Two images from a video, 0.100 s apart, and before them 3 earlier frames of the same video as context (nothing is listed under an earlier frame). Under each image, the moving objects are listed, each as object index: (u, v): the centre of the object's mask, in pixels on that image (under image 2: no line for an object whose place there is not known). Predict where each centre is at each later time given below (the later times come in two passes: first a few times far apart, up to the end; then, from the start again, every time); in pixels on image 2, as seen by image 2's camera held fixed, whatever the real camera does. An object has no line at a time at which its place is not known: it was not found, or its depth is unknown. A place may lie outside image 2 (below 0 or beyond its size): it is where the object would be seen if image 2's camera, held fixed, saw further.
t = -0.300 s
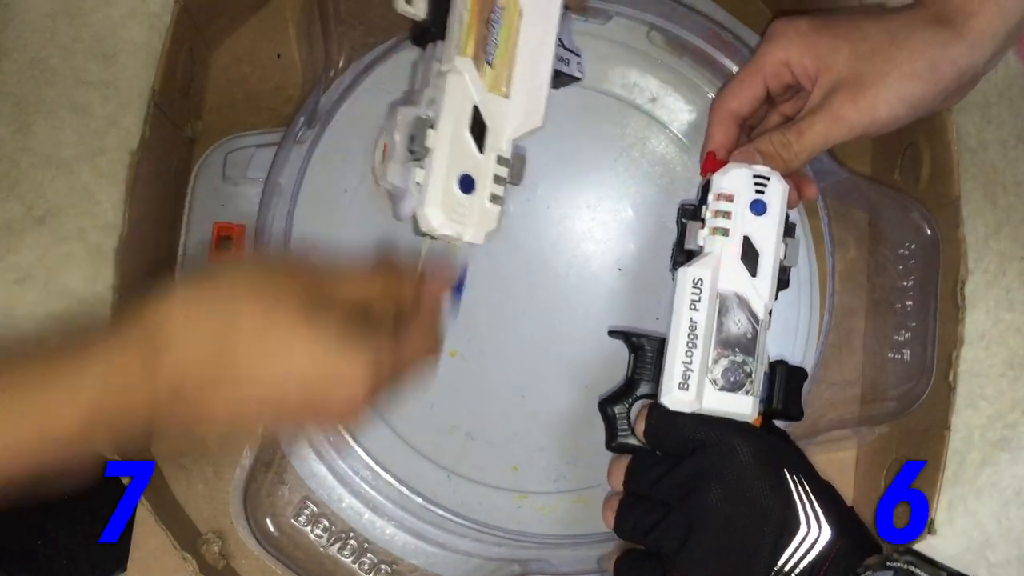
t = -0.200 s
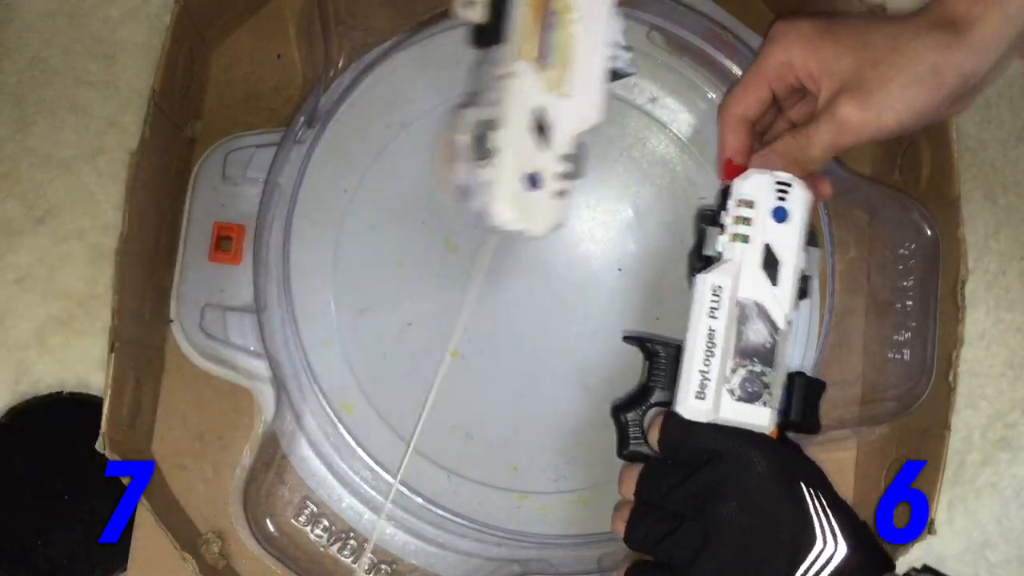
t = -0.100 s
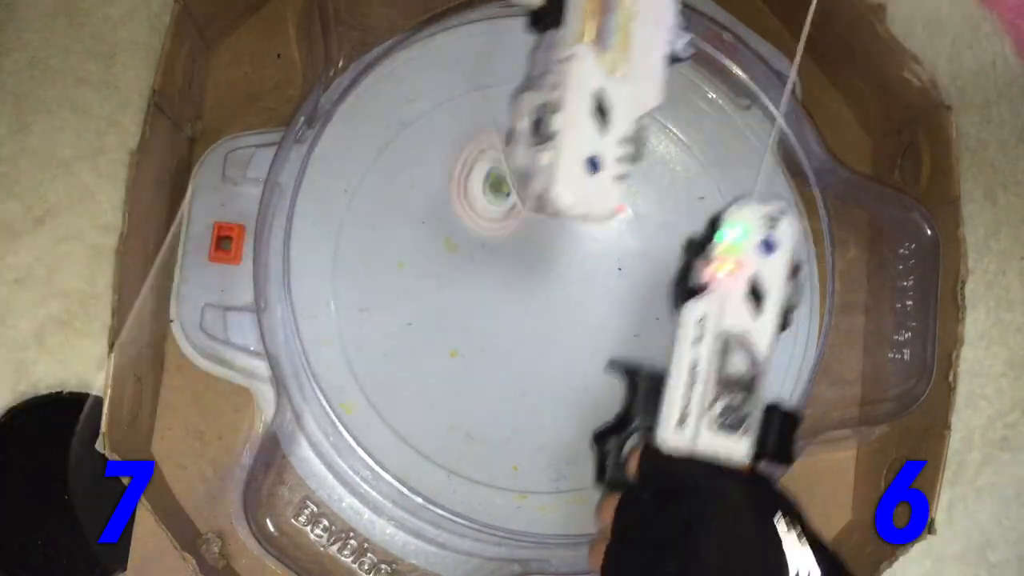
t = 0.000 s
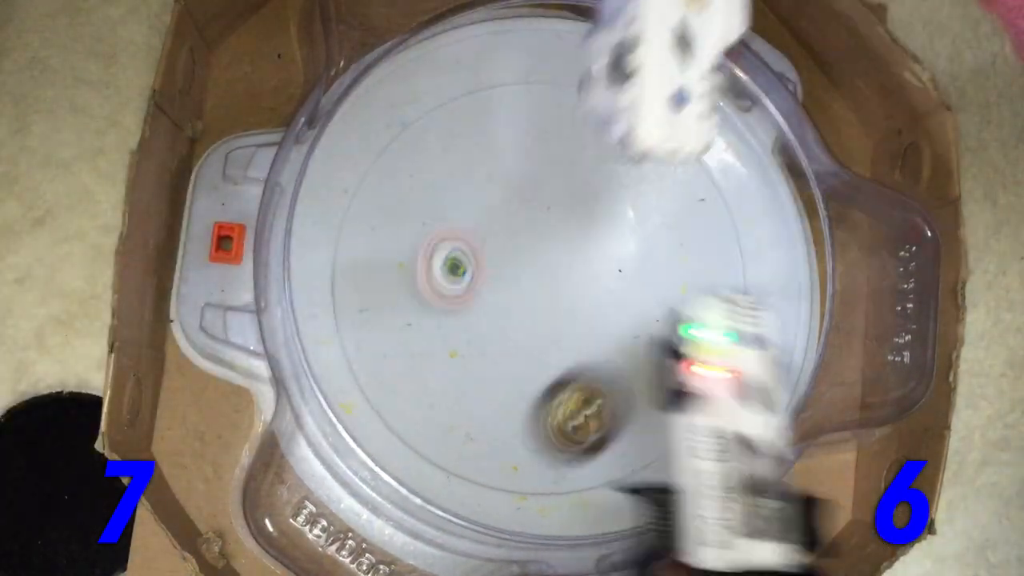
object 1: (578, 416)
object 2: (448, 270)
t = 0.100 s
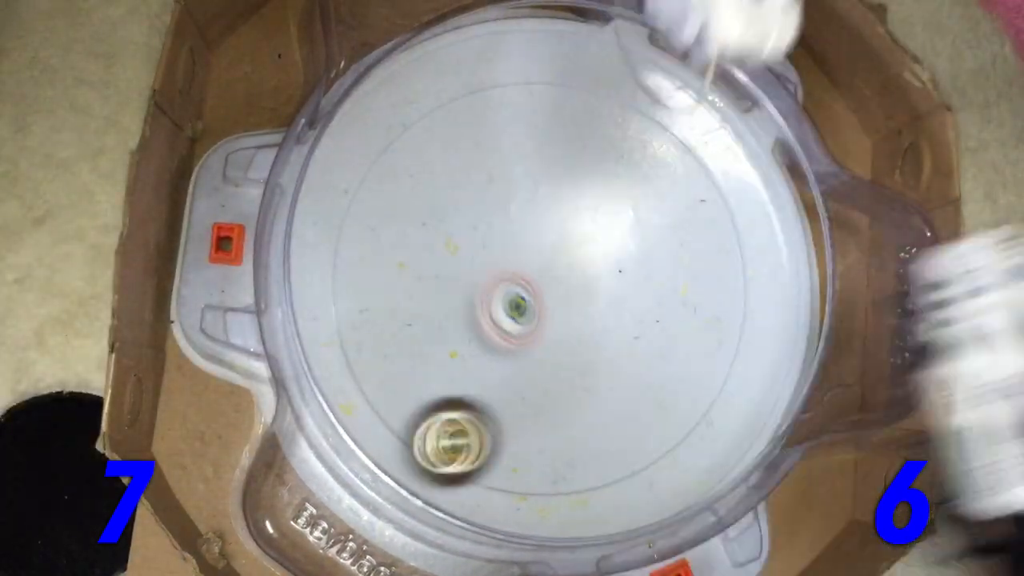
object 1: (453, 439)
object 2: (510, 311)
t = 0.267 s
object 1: (344, 401)
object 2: (578, 396)
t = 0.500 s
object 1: (510, 272)
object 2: (565, 513)
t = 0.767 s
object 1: (672, 217)
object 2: (639, 470)
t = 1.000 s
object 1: (669, 335)
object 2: (723, 428)
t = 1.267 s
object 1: (505, 353)
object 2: (677, 332)
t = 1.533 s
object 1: (473, 238)
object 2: (622, 195)
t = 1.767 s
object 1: (559, 202)
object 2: (652, 137)
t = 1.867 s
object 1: (579, 245)
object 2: (659, 138)
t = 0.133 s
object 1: (410, 442)
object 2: (530, 328)
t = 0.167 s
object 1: (370, 440)
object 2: (546, 341)
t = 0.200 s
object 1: (338, 426)
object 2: (561, 357)
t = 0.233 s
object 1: (326, 413)
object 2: (571, 375)
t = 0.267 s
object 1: (344, 401)
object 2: (578, 396)
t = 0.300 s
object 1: (363, 385)
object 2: (584, 422)
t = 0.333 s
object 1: (383, 368)
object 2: (587, 450)
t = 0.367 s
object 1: (404, 352)
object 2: (588, 478)
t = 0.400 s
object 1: (430, 331)
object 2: (579, 492)
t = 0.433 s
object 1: (456, 311)
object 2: (571, 504)
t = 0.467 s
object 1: (482, 292)
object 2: (568, 515)
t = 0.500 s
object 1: (510, 272)
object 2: (565, 513)
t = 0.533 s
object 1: (536, 256)
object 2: (565, 509)
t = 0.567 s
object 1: (561, 241)
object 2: (568, 504)
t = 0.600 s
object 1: (585, 227)
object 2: (576, 500)
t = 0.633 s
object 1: (606, 218)
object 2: (585, 494)
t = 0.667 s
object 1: (625, 212)
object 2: (597, 488)
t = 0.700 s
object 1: (643, 209)
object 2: (612, 482)
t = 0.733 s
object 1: (658, 211)
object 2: (624, 475)
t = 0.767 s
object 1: (672, 217)
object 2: (639, 470)
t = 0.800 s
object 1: (683, 227)
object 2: (656, 467)
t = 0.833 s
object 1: (690, 241)
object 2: (673, 463)
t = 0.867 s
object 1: (694, 259)
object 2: (689, 458)
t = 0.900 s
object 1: (694, 279)
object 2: (706, 454)
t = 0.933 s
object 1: (690, 299)
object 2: (718, 450)
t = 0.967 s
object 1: (681, 318)
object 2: (723, 442)
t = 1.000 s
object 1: (669, 335)
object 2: (723, 428)
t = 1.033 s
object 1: (653, 350)
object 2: (720, 413)
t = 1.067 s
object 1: (633, 361)
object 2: (721, 396)
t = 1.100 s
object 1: (611, 367)
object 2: (722, 382)
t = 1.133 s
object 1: (587, 371)
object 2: (717, 371)
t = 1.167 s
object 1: (565, 371)
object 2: (710, 363)
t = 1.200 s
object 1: (543, 368)
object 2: (700, 355)
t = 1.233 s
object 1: (523, 362)
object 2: (689, 345)
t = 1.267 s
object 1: (505, 353)
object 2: (677, 332)
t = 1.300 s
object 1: (490, 342)
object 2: (665, 317)
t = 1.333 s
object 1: (477, 328)
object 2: (654, 300)
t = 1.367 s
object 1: (468, 314)
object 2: (644, 282)
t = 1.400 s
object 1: (463, 298)
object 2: (637, 264)
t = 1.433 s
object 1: (461, 282)
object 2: (630, 247)
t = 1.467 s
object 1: (462, 267)
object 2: (625, 228)
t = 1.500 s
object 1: (466, 252)
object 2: (623, 210)
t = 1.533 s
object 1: (473, 238)
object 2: (622, 195)
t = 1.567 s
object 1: (482, 226)
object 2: (624, 179)
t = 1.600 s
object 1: (493, 216)
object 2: (626, 165)
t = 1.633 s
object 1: (505, 209)
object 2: (629, 154)
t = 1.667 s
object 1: (519, 203)
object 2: (634, 143)
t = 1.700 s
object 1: (533, 200)
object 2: (641, 137)
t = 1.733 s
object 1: (545, 200)
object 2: (647, 134)
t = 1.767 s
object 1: (559, 202)
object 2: (652, 137)
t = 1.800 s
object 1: (571, 207)
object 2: (653, 144)
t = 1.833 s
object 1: (581, 213)
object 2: (651, 153)
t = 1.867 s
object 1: (579, 245)
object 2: (659, 138)
